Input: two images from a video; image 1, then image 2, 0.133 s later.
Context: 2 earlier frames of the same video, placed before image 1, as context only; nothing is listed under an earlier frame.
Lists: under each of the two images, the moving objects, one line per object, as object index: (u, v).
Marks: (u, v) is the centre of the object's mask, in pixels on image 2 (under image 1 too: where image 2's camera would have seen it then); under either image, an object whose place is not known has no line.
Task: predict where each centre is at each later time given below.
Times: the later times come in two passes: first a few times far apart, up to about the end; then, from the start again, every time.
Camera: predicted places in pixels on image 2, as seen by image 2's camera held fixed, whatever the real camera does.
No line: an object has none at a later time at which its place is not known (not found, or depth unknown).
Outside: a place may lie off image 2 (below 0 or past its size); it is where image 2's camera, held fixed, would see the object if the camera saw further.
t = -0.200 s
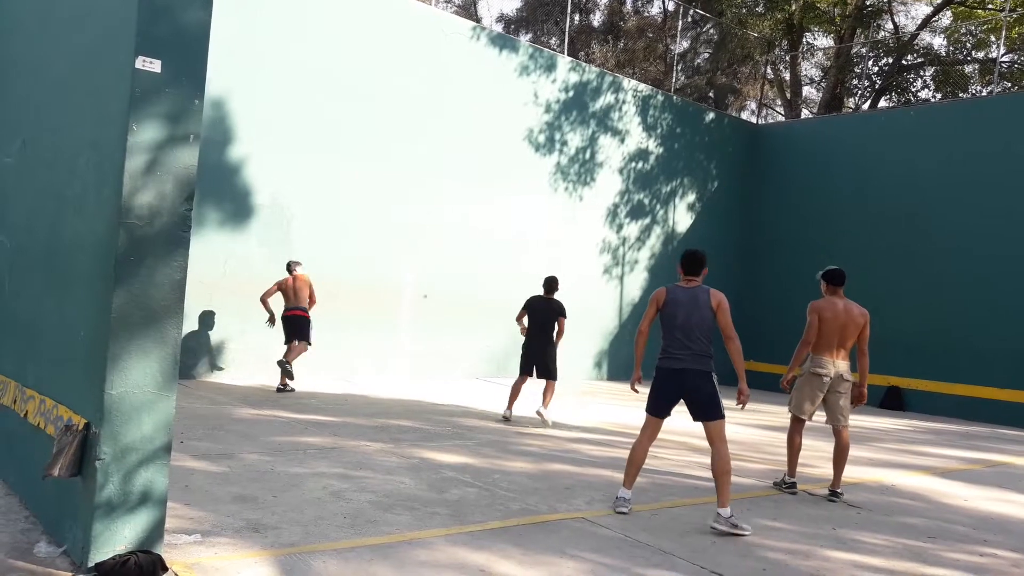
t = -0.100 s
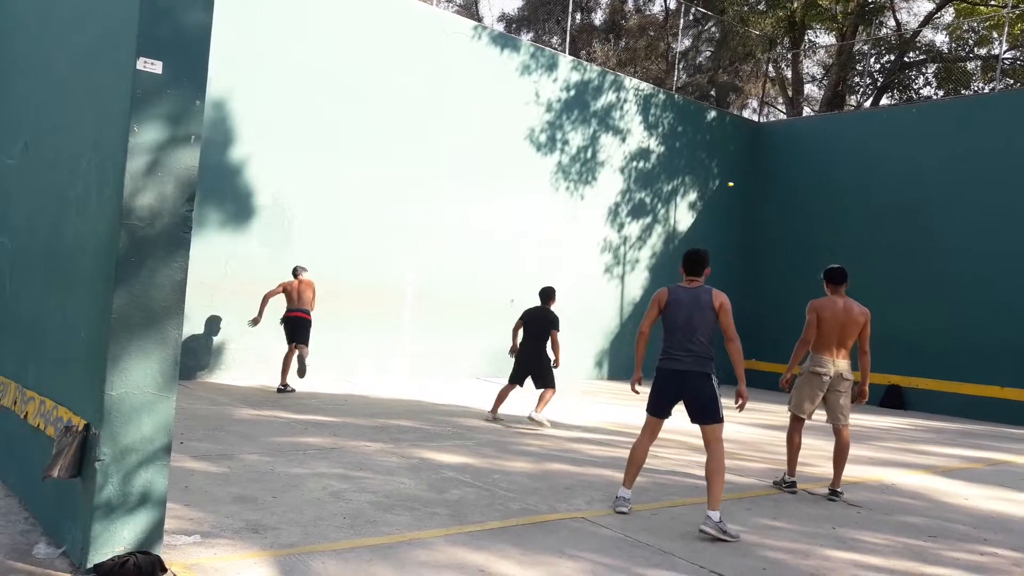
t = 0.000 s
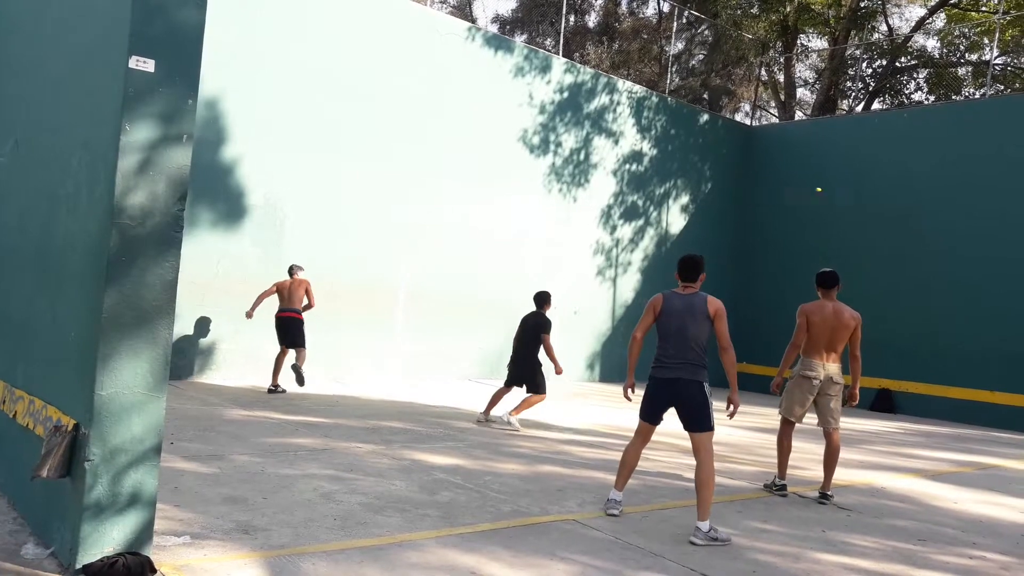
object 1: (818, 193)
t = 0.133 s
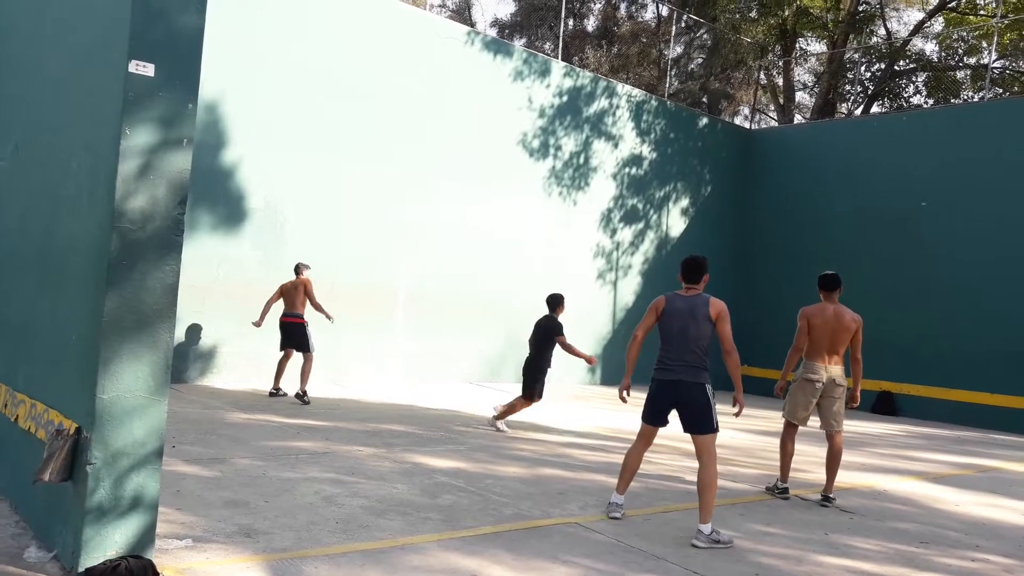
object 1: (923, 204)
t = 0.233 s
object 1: (930, 200)
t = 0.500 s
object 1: (887, 195)
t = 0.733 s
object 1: (834, 234)
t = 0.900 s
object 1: (778, 305)
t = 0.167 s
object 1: (939, 207)
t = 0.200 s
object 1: (935, 203)
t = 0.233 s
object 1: (930, 200)
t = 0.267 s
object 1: (925, 197)
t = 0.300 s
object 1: (921, 195)
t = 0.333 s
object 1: (916, 193)
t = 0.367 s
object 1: (911, 192)
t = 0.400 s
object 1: (905, 192)
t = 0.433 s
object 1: (900, 192)
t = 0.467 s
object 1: (894, 193)
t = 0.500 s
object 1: (887, 195)
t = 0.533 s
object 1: (881, 197)
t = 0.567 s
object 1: (874, 200)
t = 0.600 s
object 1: (868, 205)
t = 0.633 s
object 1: (860, 211)
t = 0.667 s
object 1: (851, 217)
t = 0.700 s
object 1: (843, 225)
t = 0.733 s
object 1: (834, 234)
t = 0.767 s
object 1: (824, 244)
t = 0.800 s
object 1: (814, 257)
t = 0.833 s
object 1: (804, 272)
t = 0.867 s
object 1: (791, 287)
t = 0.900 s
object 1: (778, 305)
